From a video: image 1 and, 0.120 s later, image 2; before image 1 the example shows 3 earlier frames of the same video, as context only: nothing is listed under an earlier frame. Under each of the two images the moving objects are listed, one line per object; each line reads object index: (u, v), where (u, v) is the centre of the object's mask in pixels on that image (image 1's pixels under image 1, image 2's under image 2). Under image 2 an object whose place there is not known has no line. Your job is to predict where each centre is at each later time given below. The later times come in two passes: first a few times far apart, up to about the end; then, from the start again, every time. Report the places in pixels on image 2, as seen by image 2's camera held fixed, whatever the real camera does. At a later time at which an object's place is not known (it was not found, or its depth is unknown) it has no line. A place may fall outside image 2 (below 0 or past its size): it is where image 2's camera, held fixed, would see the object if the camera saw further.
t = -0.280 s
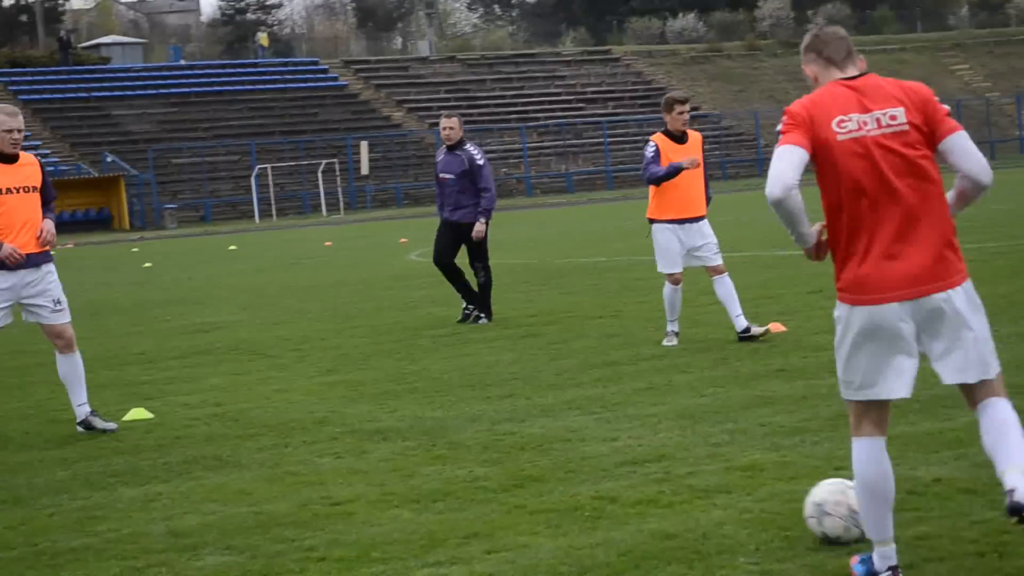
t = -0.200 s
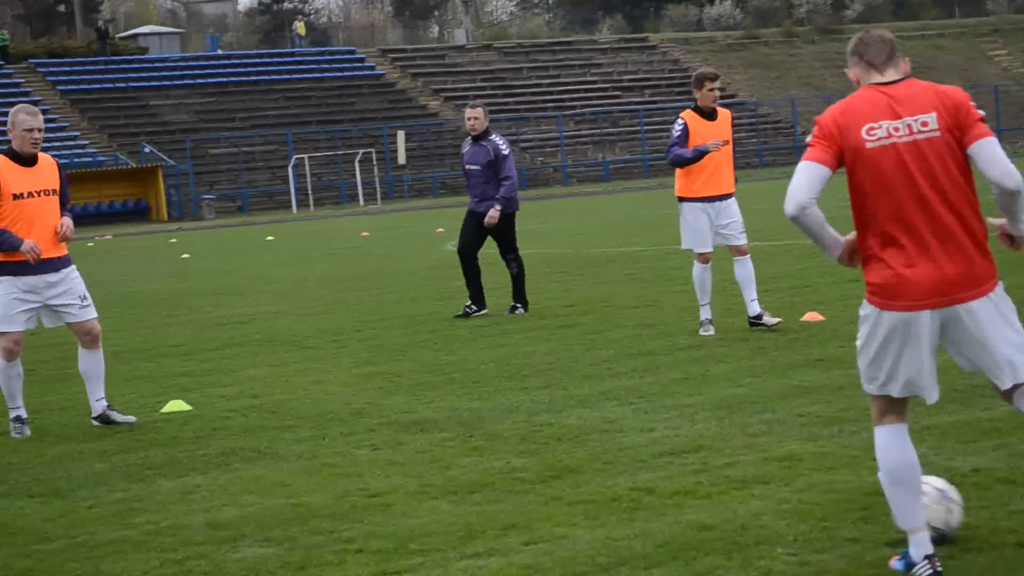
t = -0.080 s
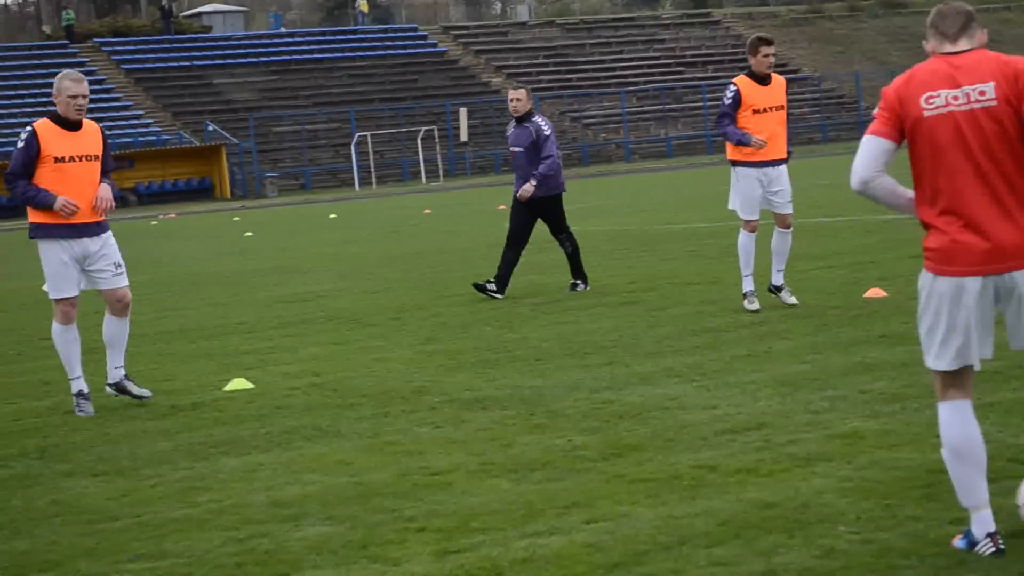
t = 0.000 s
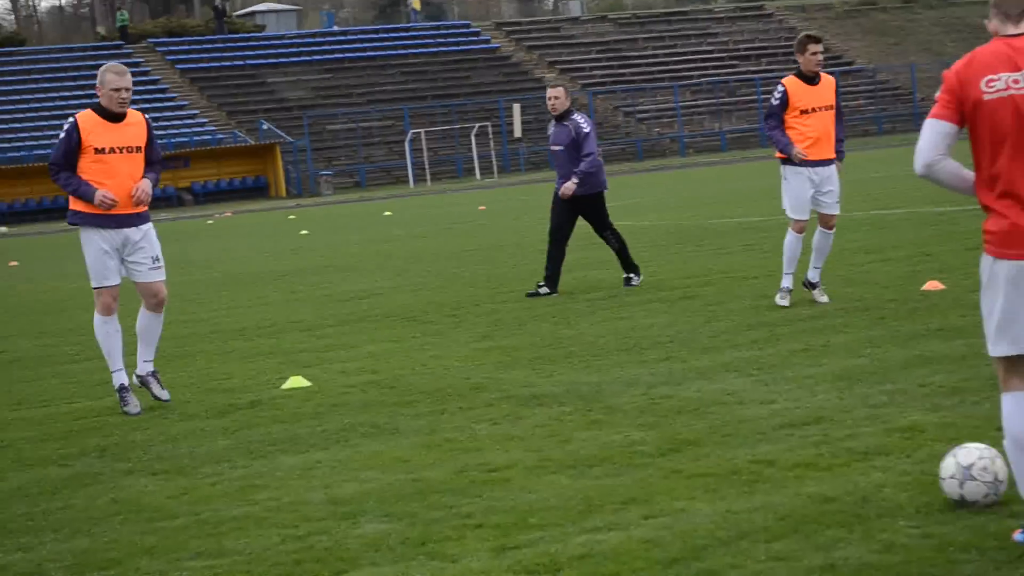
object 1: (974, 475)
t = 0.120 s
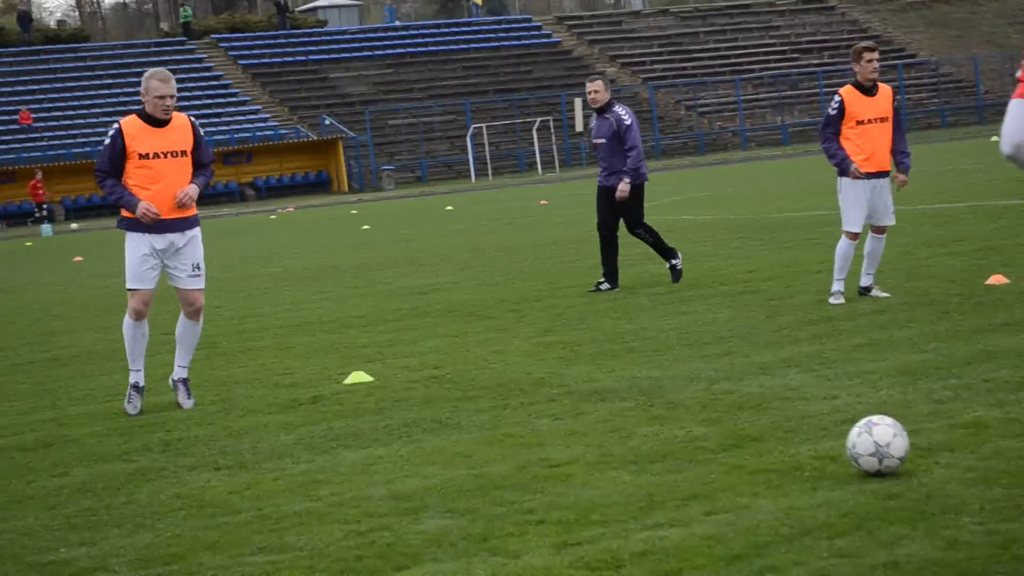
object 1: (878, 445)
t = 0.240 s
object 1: (759, 429)
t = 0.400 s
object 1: (649, 411)
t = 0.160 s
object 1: (832, 442)
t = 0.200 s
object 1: (793, 436)
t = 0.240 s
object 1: (759, 429)
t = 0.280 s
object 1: (726, 425)
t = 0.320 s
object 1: (696, 423)
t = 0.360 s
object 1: (670, 418)
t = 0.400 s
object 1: (649, 411)
